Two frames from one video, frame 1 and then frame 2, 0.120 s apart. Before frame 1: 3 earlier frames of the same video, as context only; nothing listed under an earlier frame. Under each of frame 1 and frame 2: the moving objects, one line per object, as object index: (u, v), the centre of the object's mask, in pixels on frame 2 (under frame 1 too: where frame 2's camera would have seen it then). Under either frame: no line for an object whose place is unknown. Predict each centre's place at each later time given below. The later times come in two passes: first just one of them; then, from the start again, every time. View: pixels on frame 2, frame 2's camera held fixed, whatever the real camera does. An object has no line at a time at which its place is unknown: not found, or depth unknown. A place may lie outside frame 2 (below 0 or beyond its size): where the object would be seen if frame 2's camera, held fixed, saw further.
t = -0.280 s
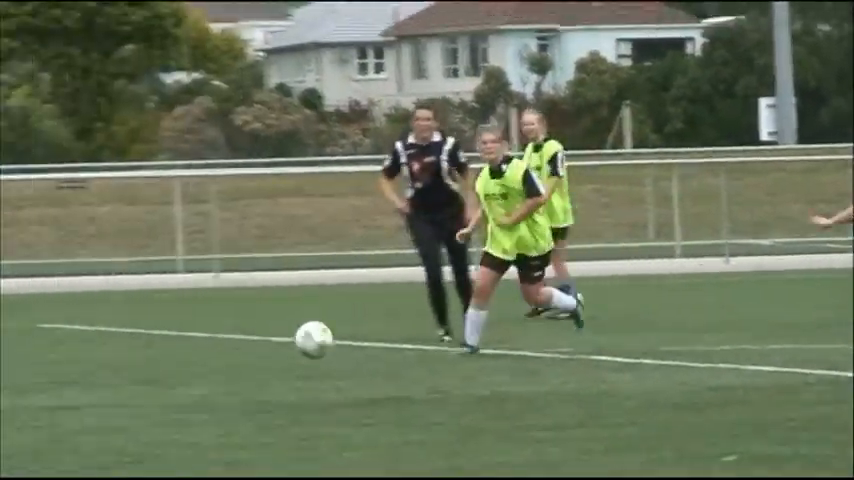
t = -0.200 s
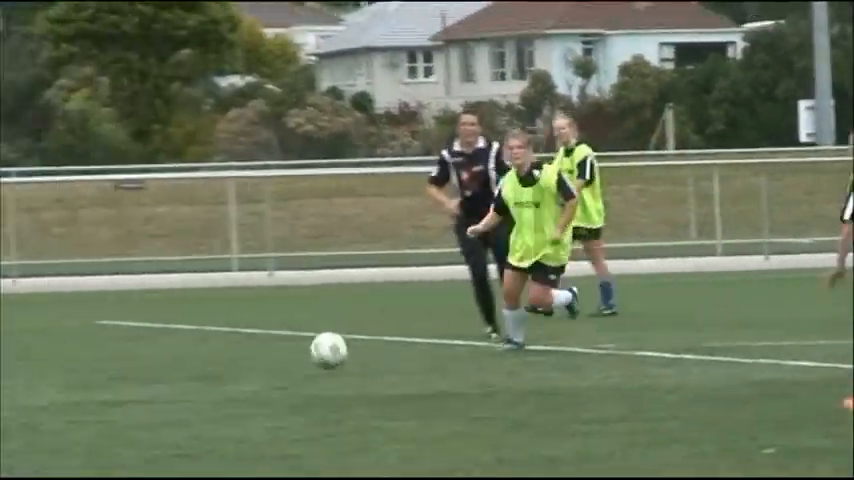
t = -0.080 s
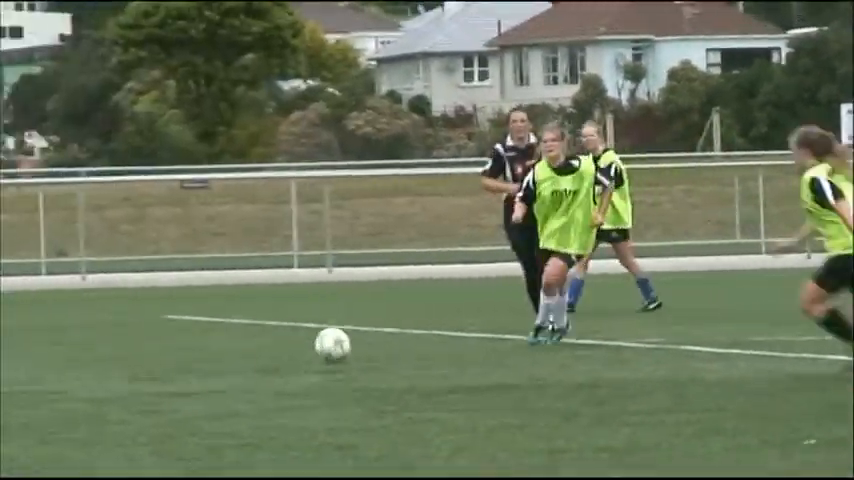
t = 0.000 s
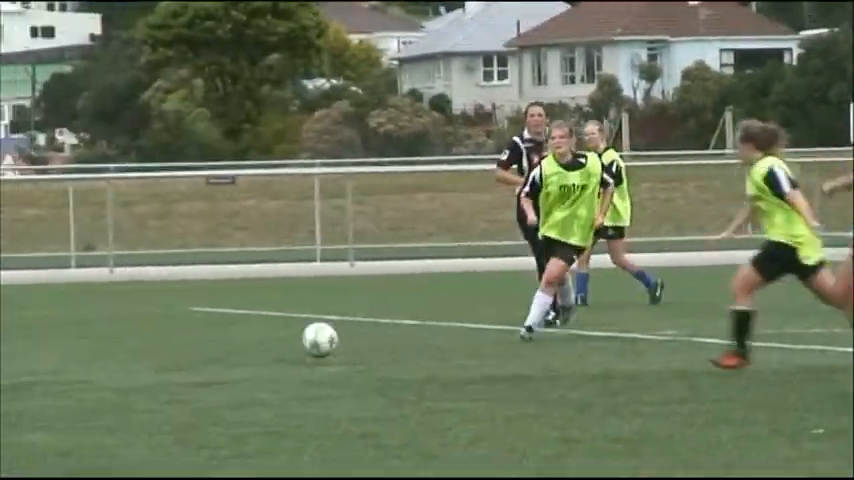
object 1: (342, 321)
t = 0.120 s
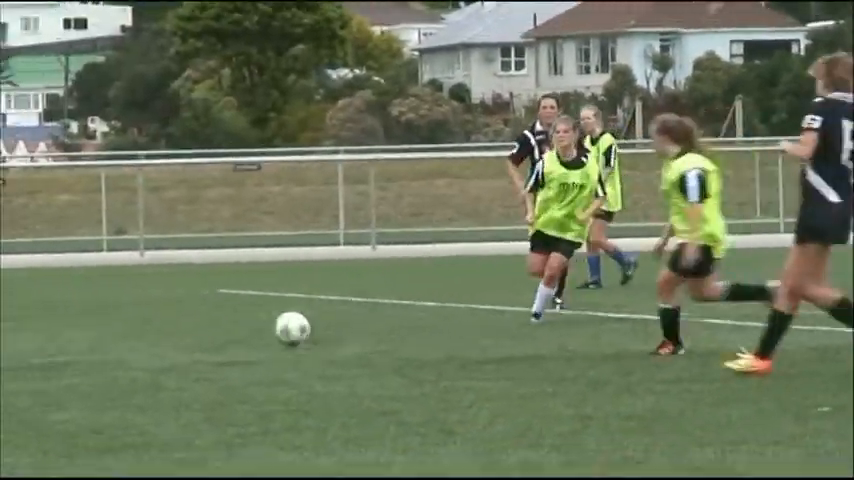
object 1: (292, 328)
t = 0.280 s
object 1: (222, 337)
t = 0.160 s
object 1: (274, 327)
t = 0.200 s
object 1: (258, 329)
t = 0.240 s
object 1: (240, 334)
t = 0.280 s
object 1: (222, 337)
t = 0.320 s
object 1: (204, 335)
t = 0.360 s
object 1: (186, 335)
